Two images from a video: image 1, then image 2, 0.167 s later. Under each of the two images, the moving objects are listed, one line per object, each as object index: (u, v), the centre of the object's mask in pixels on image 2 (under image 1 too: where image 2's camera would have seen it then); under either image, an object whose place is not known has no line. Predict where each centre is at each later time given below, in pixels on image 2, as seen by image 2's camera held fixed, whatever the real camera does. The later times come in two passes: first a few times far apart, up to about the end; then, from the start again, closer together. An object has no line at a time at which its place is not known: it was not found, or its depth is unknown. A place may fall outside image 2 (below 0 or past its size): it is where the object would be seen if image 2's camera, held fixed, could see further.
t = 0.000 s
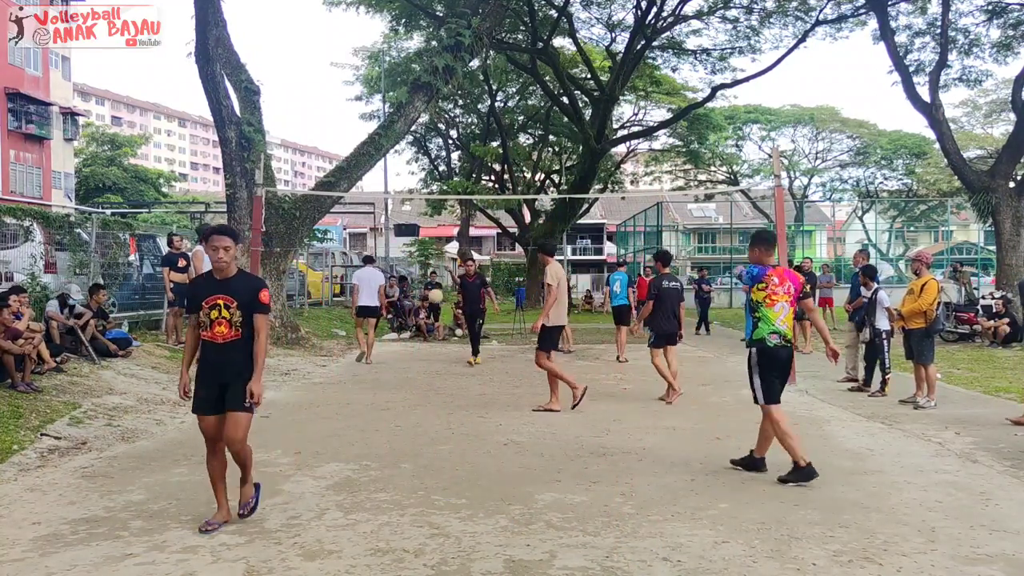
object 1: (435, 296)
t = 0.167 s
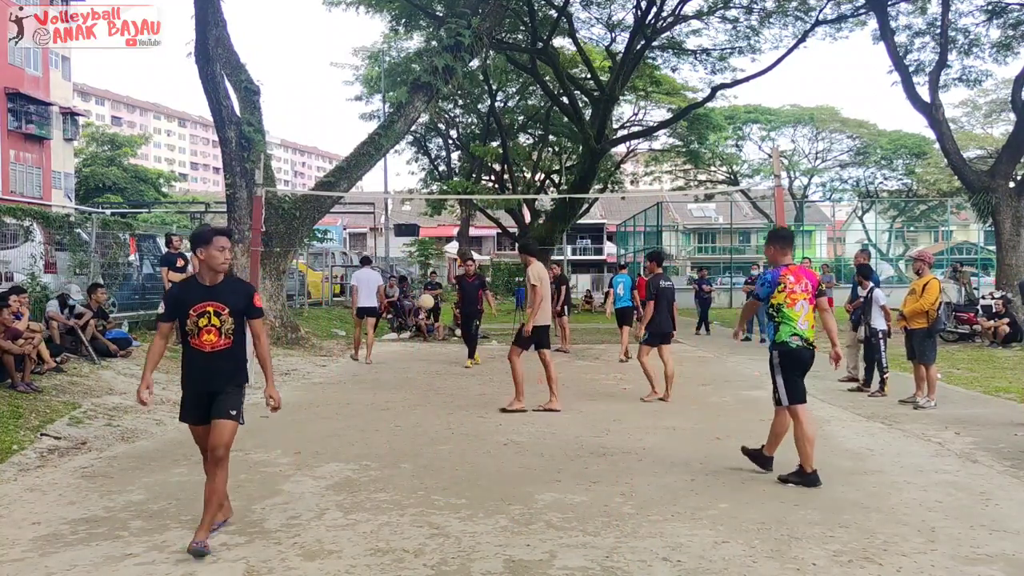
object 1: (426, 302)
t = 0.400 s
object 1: (410, 350)
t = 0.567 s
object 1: (397, 390)
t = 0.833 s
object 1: (375, 335)
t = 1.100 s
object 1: (347, 354)
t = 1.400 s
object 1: (306, 452)
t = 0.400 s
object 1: (410, 350)
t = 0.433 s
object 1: (408, 361)
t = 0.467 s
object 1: (405, 375)
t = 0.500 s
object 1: (402, 390)
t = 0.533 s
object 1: (399, 401)
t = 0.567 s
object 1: (397, 390)
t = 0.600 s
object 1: (395, 380)
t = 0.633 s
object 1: (392, 371)
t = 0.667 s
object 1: (390, 363)
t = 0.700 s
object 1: (387, 355)
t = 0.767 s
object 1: (382, 343)
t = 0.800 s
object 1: (379, 339)
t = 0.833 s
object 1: (375, 335)
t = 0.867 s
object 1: (373, 333)
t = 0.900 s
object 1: (369, 332)
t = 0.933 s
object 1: (366, 332)
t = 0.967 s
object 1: (362, 334)
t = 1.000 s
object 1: (358, 337)
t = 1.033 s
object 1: (356, 341)
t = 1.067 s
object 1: (352, 347)
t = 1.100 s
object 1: (347, 354)
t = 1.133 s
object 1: (344, 363)
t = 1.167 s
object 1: (340, 374)
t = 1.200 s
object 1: (335, 387)
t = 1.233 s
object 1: (331, 403)
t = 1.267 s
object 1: (326, 420)
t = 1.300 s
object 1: (322, 440)
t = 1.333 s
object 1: (317, 462)
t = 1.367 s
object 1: (311, 465)
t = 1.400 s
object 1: (306, 452)
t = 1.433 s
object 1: (300, 441)
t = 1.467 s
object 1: (294, 430)
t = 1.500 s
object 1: (288, 420)
